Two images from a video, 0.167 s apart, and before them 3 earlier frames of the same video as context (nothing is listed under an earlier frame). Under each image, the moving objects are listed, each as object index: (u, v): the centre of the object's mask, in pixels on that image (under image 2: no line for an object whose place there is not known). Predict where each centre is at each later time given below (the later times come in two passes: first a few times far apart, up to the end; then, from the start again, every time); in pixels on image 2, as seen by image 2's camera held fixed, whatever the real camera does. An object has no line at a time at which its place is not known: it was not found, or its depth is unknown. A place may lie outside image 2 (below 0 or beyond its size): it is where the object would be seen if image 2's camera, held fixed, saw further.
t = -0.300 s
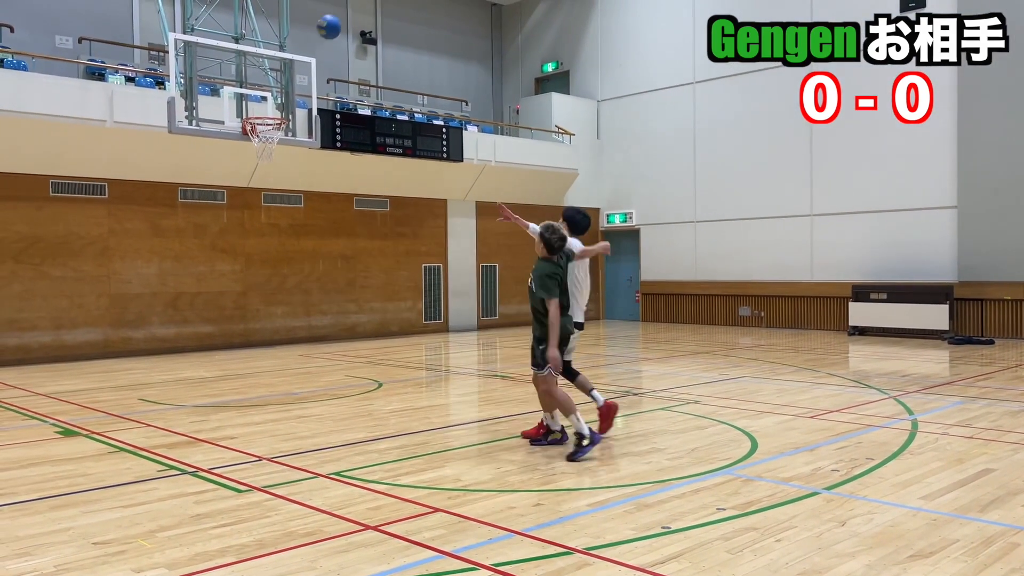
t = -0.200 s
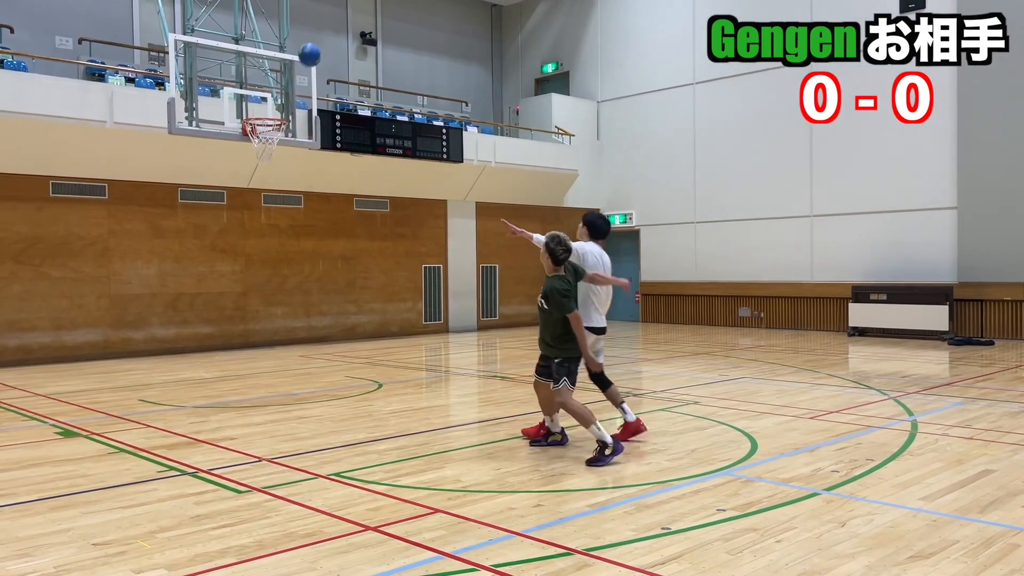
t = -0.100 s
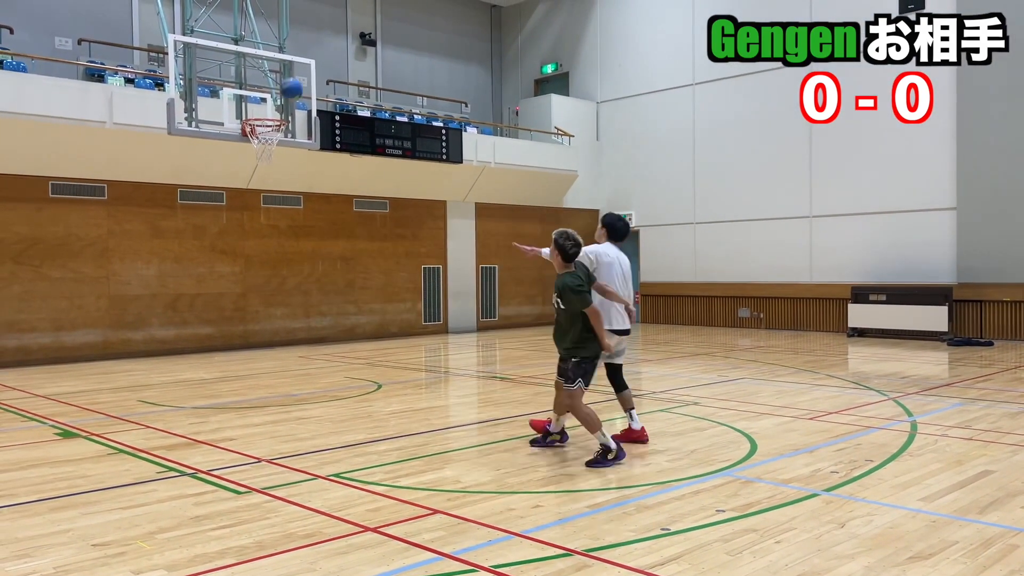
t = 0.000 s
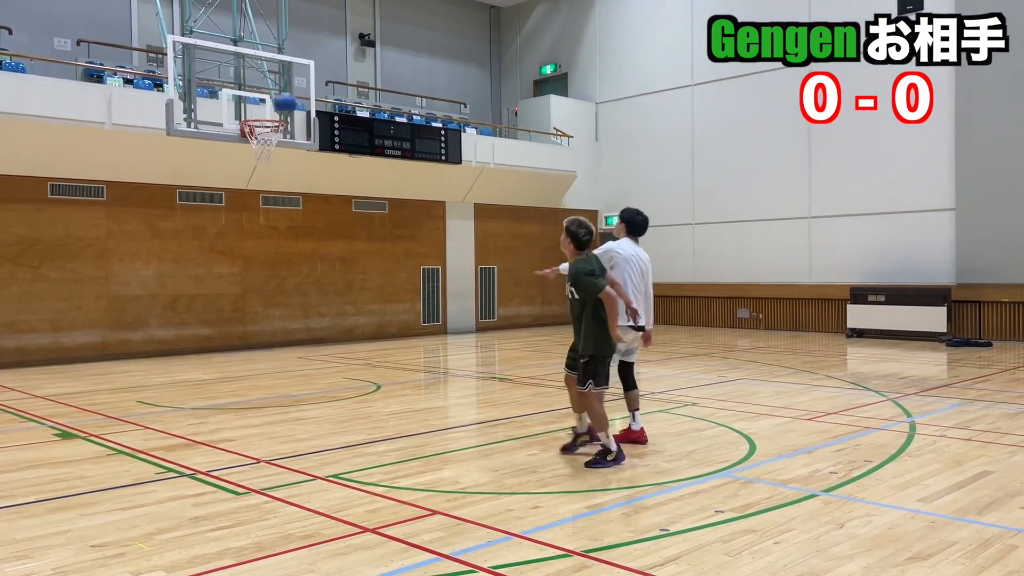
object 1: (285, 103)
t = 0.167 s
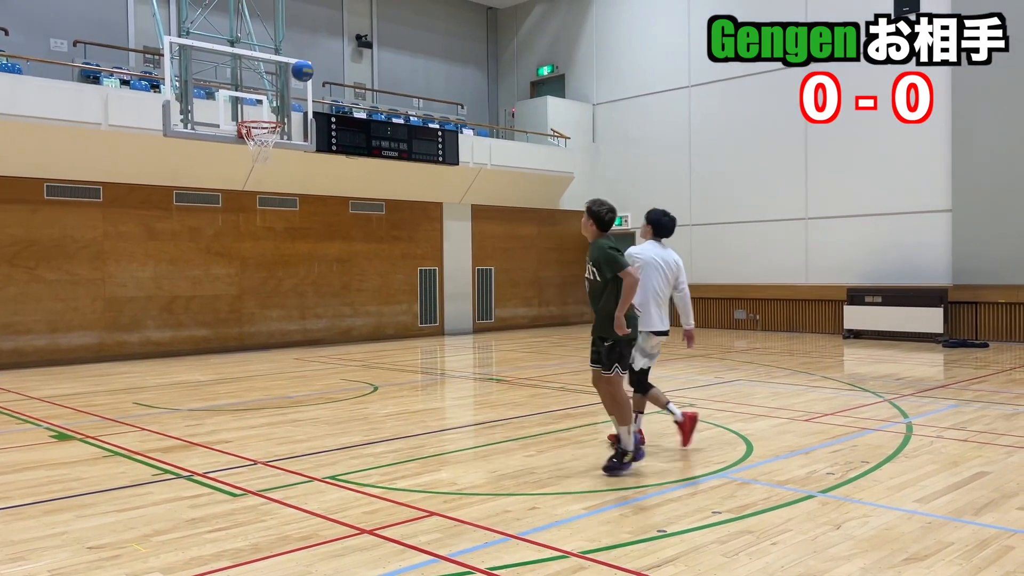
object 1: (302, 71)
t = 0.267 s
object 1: (314, 62)
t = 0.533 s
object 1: (348, 81)
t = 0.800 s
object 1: (381, 161)
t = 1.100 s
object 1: (420, 320)
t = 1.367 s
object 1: (443, 307)
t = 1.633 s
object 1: (461, 239)
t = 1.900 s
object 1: (480, 232)
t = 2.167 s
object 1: (500, 285)
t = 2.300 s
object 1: (510, 333)
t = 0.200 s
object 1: (306, 67)
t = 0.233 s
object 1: (310, 64)
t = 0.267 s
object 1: (314, 62)
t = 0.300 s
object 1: (319, 61)
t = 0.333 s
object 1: (323, 61)
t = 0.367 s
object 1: (327, 62)
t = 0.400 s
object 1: (331, 64)
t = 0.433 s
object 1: (335, 67)
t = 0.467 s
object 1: (339, 71)
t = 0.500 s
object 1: (344, 75)
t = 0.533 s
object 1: (348, 81)
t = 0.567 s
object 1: (352, 88)
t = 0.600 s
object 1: (356, 95)
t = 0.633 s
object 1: (360, 104)
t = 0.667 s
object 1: (365, 114)
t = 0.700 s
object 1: (369, 125)
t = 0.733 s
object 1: (373, 136)
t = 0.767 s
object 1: (377, 148)
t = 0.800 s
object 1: (381, 161)
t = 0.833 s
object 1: (386, 176)
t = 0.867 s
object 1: (390, 190)
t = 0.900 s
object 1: (394, 206)
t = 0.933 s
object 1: (398, 223)
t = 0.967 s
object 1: (403, 240)
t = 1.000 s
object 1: (407, 259)
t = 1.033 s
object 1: (411, 278)
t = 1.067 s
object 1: (415, 299)
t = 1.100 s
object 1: (420, 320)
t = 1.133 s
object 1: (424, 342)
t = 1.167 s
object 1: (429, 365)
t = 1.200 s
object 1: (433, 382)
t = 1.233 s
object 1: (435, 365)
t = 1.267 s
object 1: (437, 350)
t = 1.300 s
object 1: (439, 334)
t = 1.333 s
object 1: (441, 320)
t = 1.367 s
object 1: (443, 307)
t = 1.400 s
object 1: (446, 295)
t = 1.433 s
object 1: (448, 284)
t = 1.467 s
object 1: (450, 274)
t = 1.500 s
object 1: (452, 265)
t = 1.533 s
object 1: (454, 257)
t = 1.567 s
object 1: (457, 250)
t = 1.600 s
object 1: (459, 244)
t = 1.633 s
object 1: (461, 239)
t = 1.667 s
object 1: (464, 235)
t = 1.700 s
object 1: (466, 232)
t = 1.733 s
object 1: (468, 229)
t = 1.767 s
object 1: (470, 228)
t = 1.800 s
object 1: (473, 228)
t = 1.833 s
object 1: (475, 228)
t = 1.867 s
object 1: (477, 230)
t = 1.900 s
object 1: (480, 232)
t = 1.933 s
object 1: (482, 236)
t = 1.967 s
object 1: (485, 240)
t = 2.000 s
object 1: (488, 245)
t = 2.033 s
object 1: (490, 251)
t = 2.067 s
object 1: (492, 258)
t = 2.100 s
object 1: (495, 266)
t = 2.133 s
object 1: (497, 275)
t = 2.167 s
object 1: (500, 285)
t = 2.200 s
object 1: (502, 296)
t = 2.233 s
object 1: (504, 307)
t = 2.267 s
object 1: (507, 320)
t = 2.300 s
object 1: (510, 333)
